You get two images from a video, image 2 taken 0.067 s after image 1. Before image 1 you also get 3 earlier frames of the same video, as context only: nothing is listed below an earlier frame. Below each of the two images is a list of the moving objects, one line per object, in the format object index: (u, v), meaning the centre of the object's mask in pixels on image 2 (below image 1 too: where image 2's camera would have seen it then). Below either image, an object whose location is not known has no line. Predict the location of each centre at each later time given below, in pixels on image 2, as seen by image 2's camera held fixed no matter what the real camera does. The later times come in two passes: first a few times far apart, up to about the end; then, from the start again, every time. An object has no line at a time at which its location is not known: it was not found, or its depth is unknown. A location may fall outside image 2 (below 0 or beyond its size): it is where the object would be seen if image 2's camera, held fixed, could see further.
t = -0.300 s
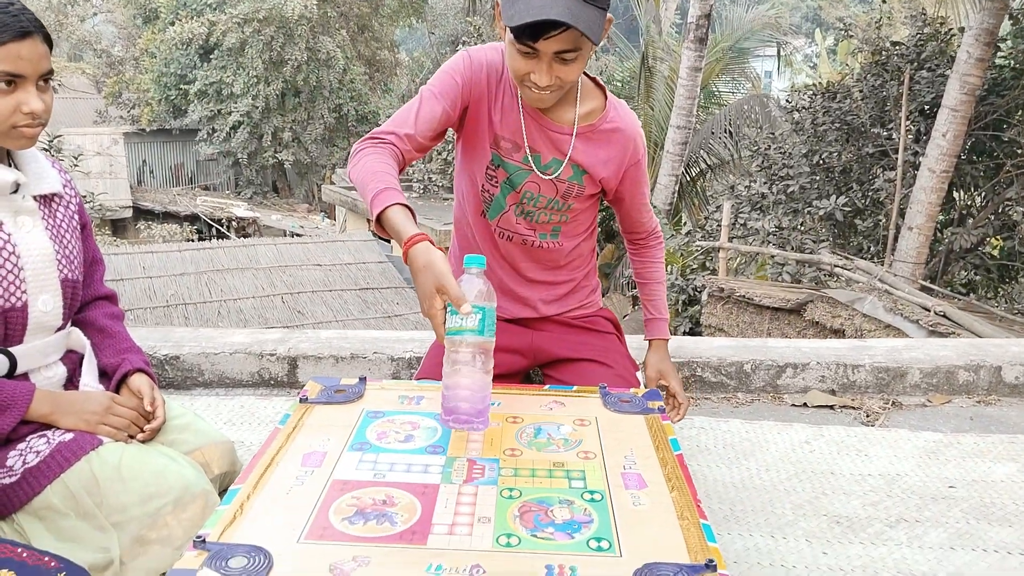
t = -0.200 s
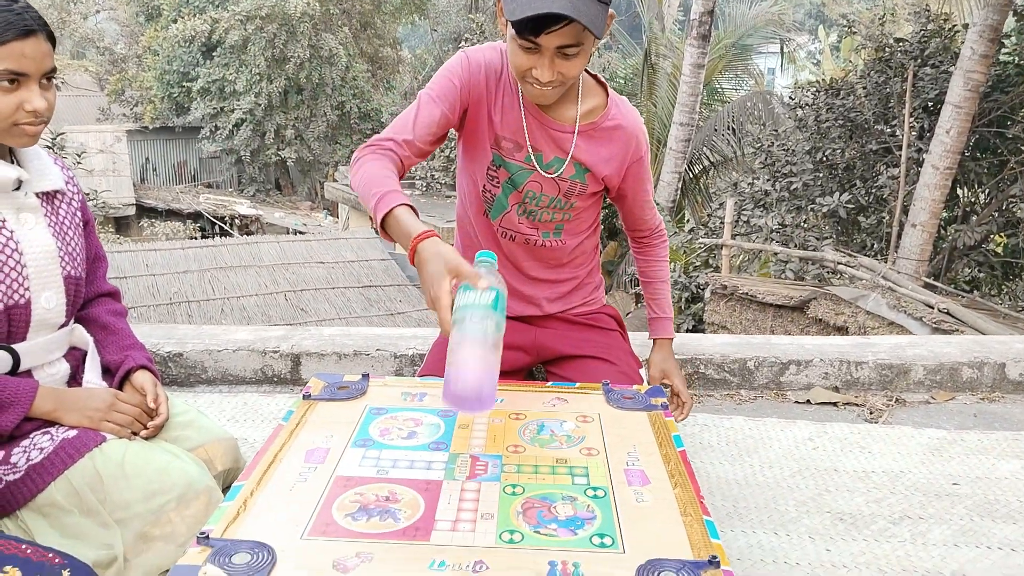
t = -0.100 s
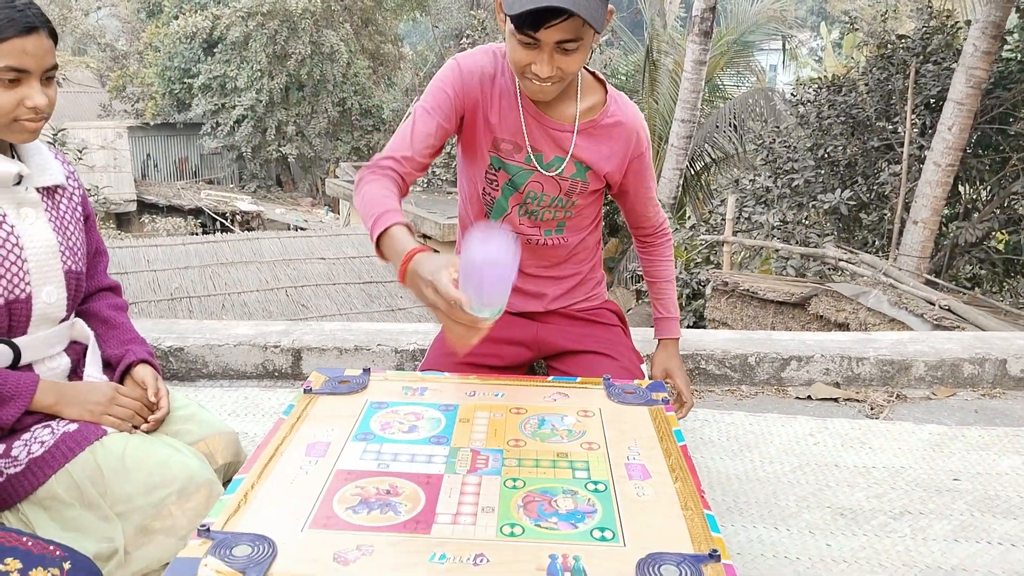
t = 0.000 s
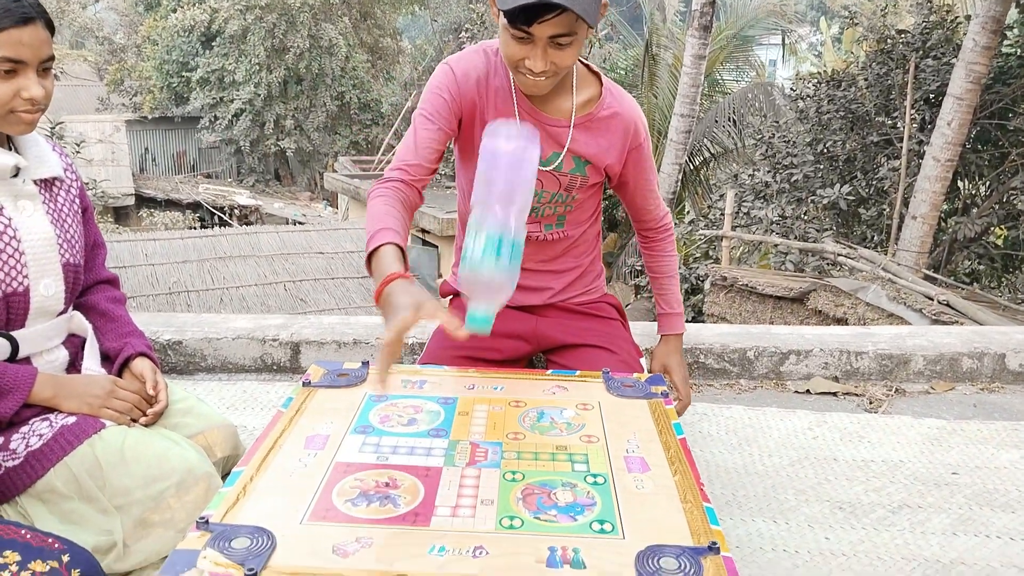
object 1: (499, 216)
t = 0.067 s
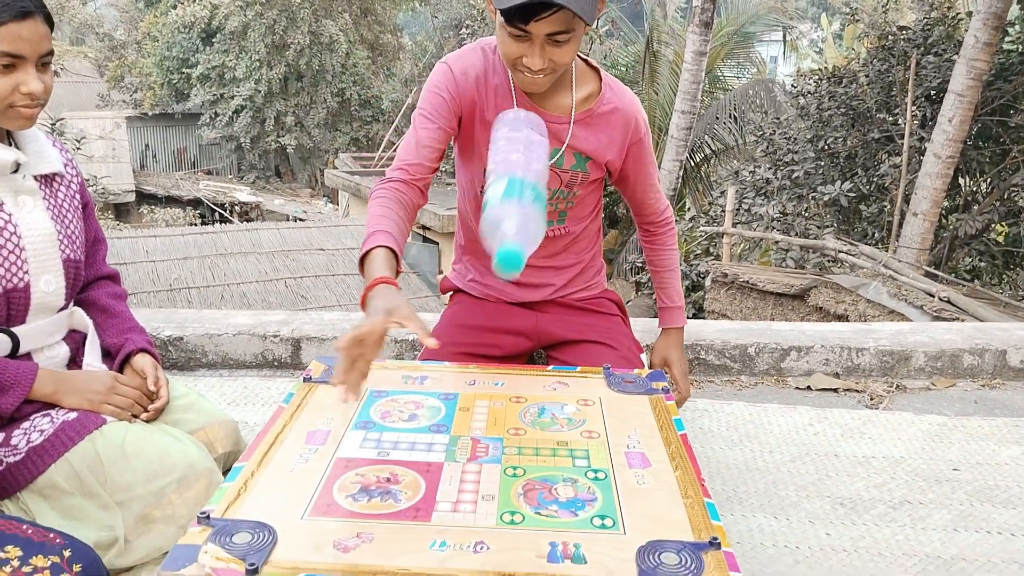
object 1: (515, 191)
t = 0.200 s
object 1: (537, 265)
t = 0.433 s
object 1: (580, 445)
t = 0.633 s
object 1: (608, 447)
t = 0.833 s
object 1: (631, 444)
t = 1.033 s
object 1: (648, 440)
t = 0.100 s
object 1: (522, 191)
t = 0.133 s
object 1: (527, 204)
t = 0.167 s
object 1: (533, 230)
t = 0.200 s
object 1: (537, 265)
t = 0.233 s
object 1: (540, 309)
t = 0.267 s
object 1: (544, 353)
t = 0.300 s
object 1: (549, 385)
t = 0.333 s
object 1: (558, 395)
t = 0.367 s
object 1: (564, 420)
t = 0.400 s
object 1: (573, 445)
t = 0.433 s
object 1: (580, 445)
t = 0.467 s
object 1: (585, 447)
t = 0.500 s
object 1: (590, 447)
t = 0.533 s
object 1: (594, 447)
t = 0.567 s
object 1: (597, 447)
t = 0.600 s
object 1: (602, 447)
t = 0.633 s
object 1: (608, 447)
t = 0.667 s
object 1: (612, 446)
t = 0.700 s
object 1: (615, 446)
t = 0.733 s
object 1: (620, 446)
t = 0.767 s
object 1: (624, 445)
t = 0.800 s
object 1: (628, 445)
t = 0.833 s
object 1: (631, 444)
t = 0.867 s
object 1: (634, 443)
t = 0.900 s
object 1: (638, 443)
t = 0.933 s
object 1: (641, 442)
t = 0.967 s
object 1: (644, 442)
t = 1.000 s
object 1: (646, 441)
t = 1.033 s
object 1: (648, 440)
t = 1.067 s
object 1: (649, 441)
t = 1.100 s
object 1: (651, 440)
